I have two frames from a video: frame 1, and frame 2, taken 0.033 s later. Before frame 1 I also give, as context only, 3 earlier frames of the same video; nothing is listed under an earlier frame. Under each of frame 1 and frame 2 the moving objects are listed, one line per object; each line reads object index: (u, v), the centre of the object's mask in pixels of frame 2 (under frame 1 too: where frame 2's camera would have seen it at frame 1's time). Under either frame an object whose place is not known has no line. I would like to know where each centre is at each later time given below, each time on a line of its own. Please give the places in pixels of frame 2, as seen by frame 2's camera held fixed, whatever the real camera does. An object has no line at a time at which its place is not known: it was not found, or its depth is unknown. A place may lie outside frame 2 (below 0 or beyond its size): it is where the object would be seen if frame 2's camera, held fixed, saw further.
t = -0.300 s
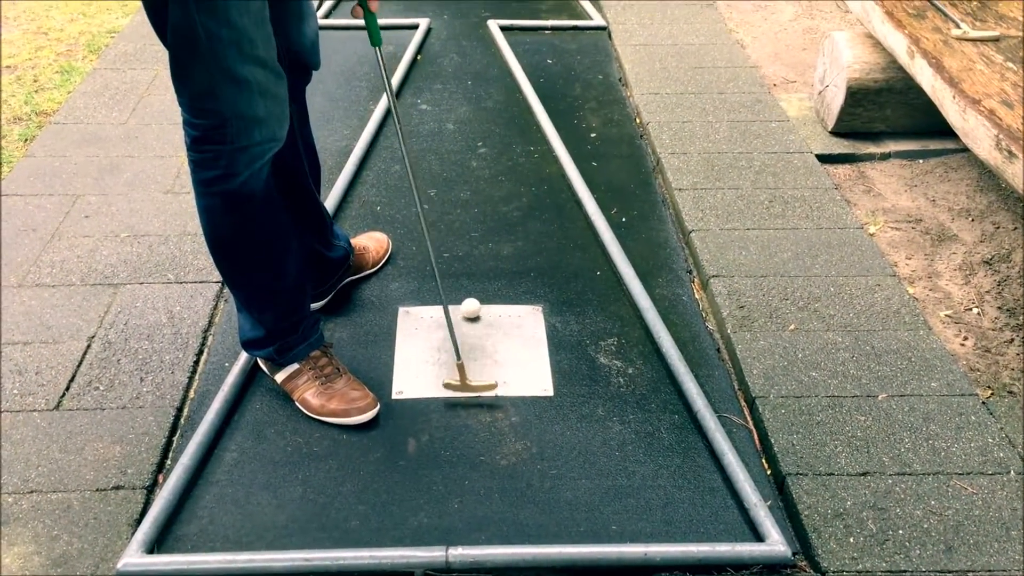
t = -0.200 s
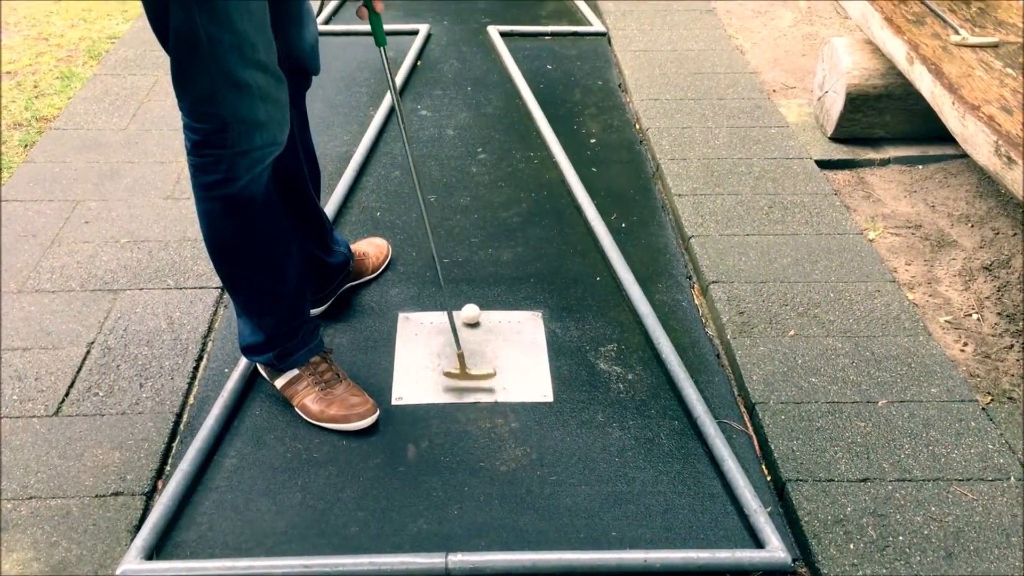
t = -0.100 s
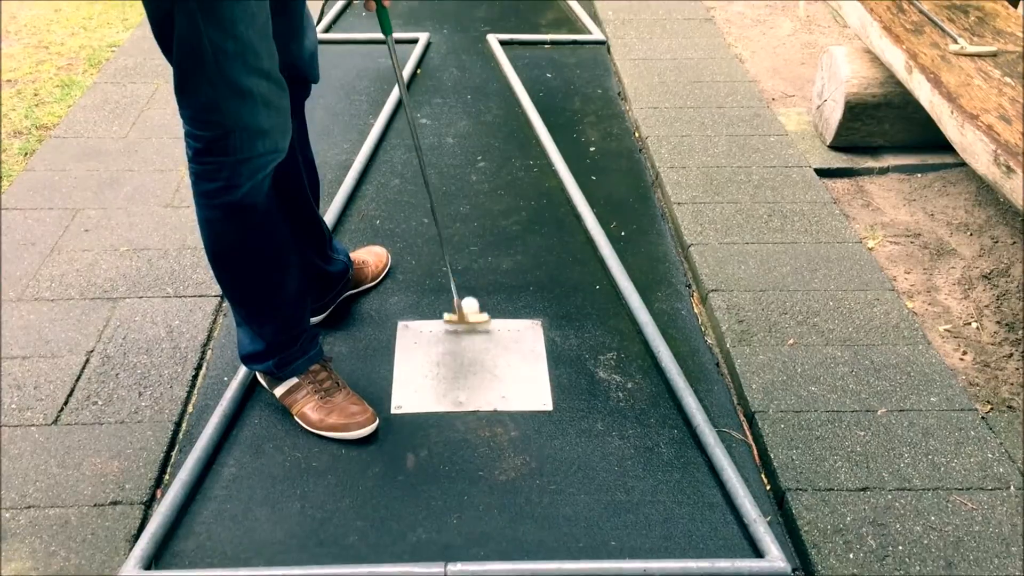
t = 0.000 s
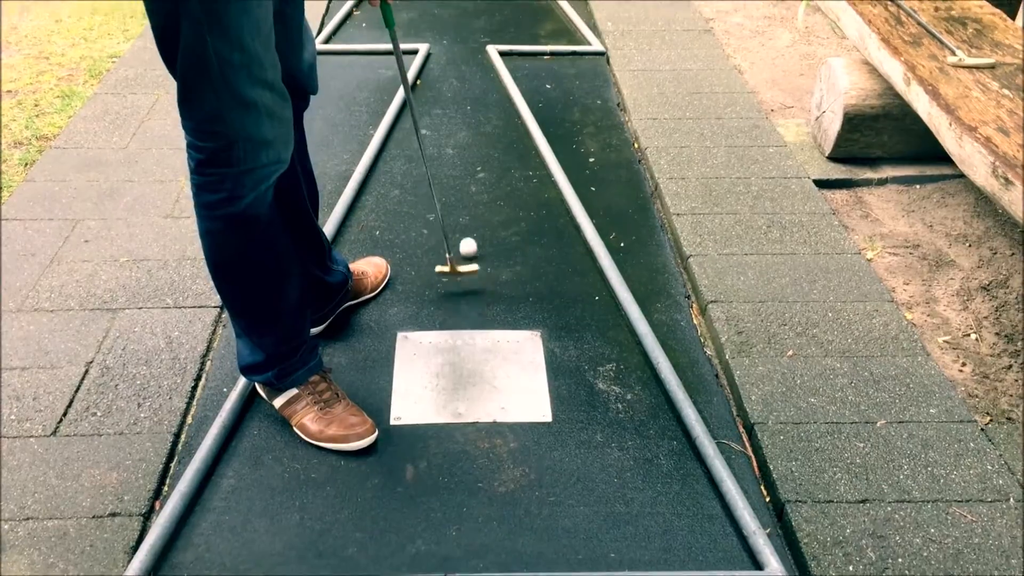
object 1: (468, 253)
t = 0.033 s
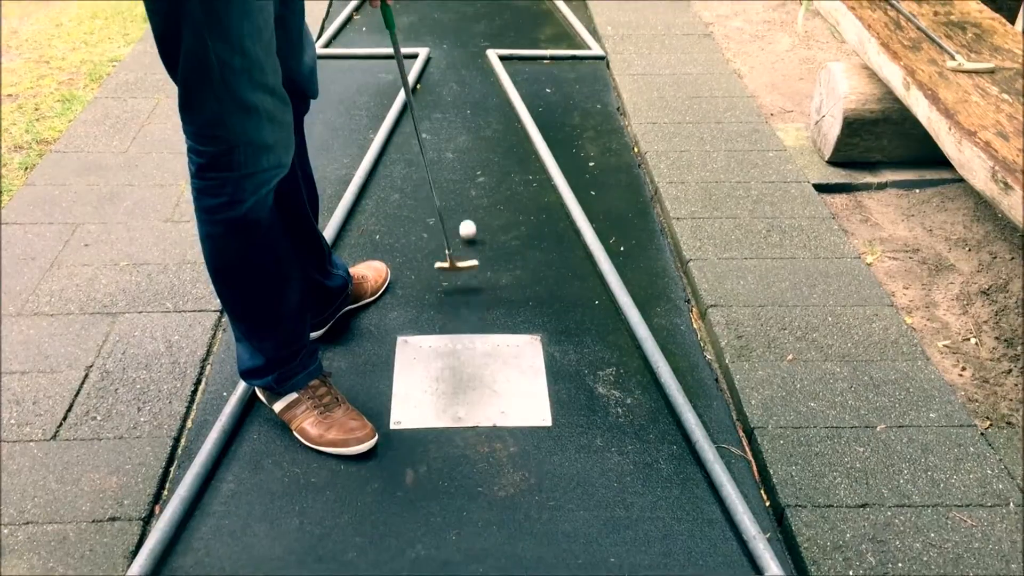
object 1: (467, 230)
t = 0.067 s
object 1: (467, 213)
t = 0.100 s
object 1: (467, 199)
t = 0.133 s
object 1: (467, 184)
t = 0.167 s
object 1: (466, 173)
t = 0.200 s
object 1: (466, 160)
